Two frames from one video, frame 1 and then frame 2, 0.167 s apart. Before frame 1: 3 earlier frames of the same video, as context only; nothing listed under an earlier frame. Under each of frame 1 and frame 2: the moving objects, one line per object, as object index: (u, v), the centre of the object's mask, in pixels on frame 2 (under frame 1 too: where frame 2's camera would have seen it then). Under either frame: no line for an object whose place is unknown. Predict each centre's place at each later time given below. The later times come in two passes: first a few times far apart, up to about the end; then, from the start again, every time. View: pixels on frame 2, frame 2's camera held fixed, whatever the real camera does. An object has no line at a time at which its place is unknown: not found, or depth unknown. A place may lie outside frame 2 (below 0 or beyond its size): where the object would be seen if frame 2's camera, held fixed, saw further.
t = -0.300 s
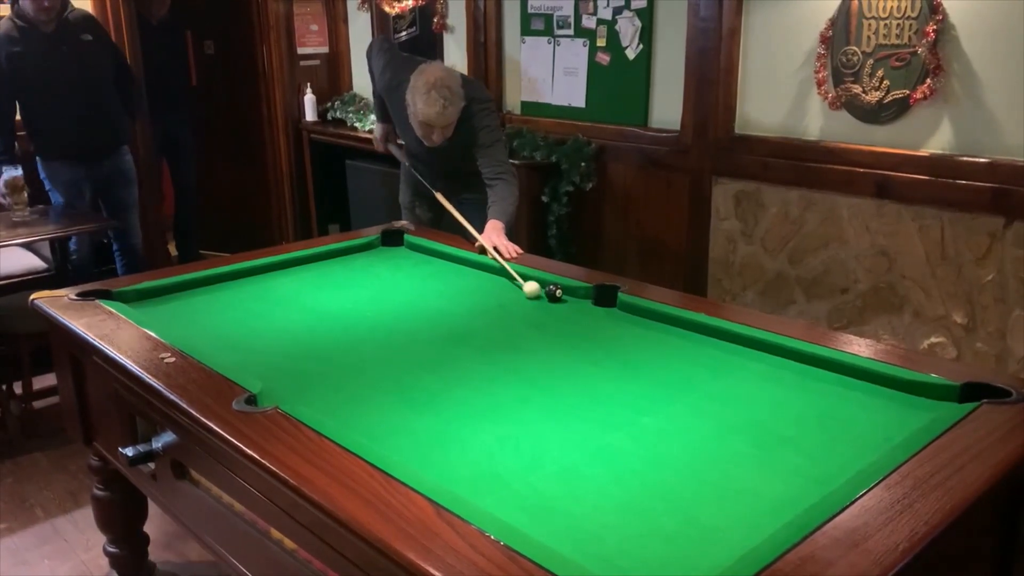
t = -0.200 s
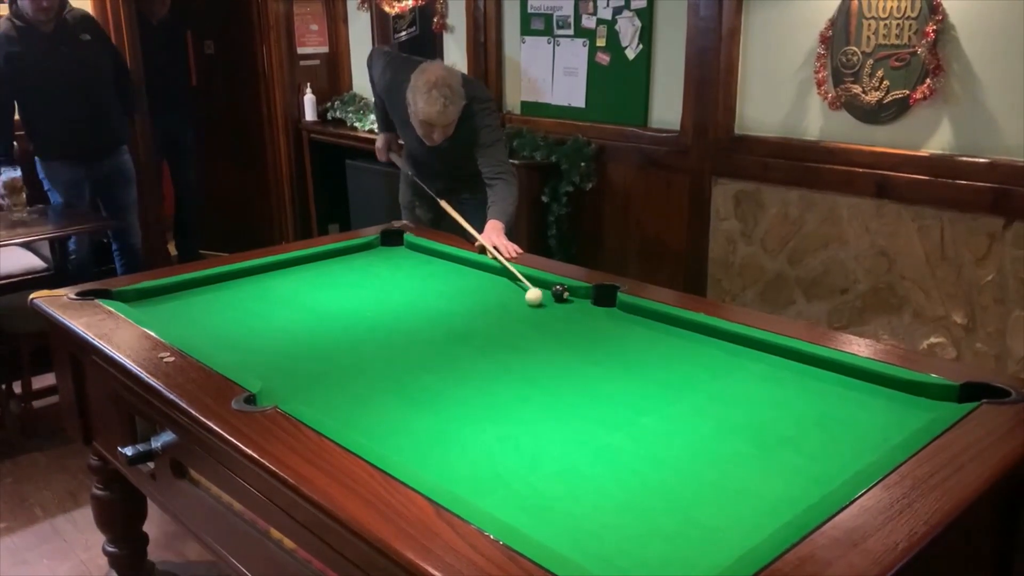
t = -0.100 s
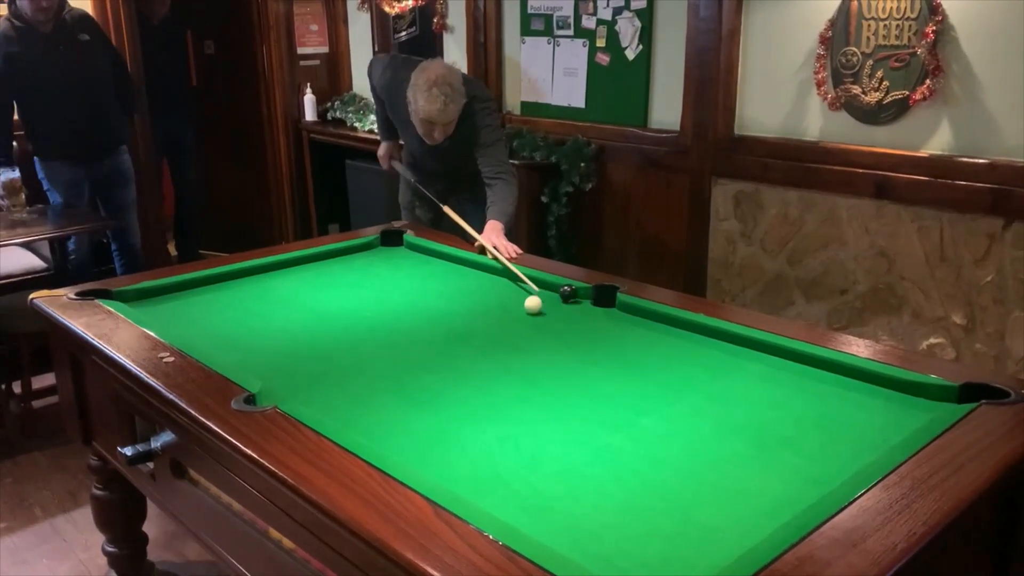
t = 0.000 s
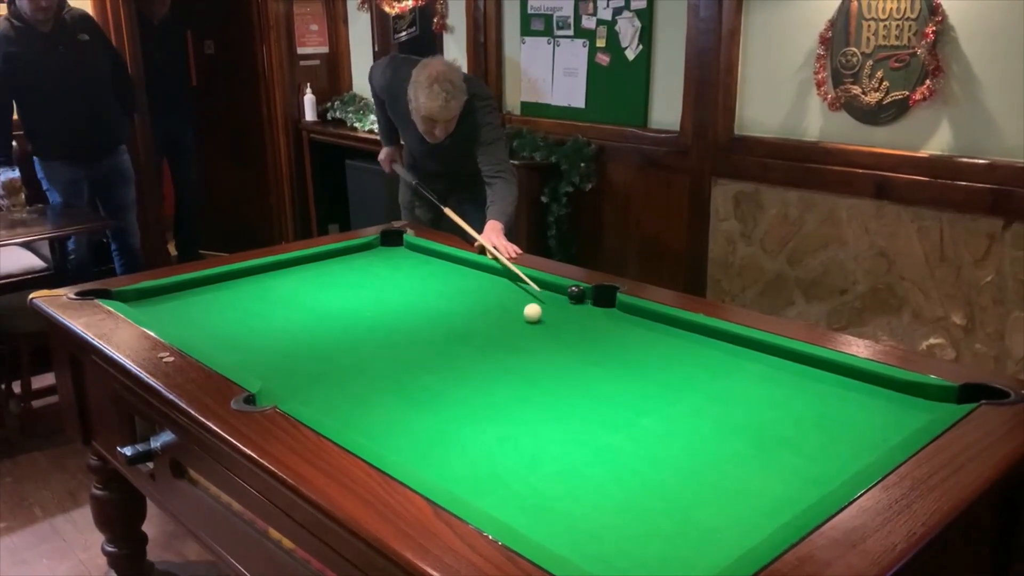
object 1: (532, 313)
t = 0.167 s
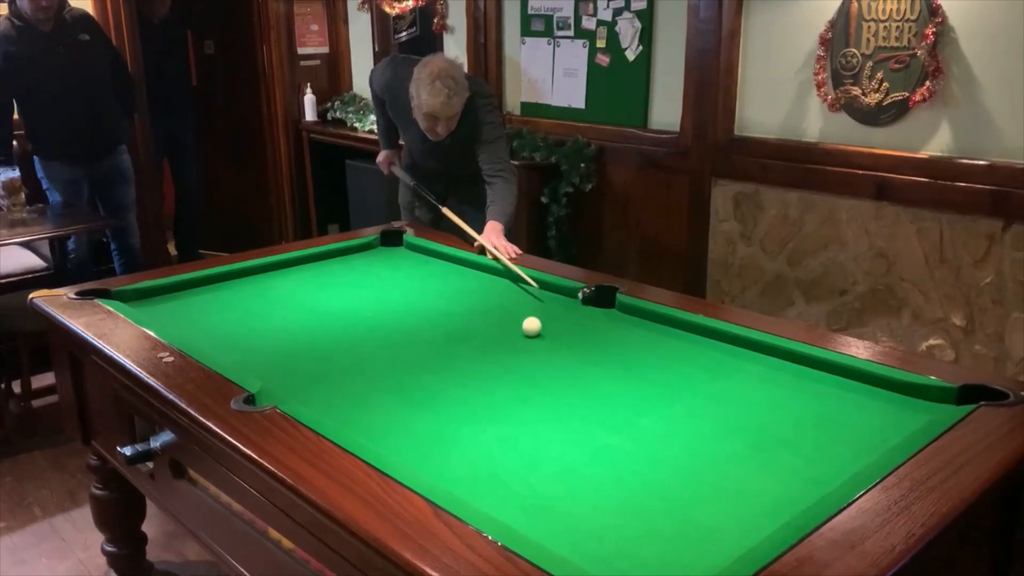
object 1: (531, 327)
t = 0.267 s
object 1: (531, 335)
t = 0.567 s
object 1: (529, 361)
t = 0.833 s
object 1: (527, 384)
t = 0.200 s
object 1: (531, 329)
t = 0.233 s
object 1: (531, 332)
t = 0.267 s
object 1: (531, 335)
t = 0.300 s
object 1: (531, 338)
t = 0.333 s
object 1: (531, 340)
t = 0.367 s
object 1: (531, 343)
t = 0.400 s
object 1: (530, 346)
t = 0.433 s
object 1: (530, 349)
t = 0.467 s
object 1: (530, 352)
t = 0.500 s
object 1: (530, 355)
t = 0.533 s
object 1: (529, 358)
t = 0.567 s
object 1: (529, 361)
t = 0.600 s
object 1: (529, 363)
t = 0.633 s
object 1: (529, 367)
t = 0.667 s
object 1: (529, 369)
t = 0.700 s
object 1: (528, 372)
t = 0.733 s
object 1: (528, 375)
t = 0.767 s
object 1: (527, 379)
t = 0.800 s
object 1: (527, 382)
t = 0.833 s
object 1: (527, 384)
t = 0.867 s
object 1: (527, 387)
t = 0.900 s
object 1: (526, 391)
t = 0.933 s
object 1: (526, 394)
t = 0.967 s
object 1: (525, 397)
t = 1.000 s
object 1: (525, 400)
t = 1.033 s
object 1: (525, 403)
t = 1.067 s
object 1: (524, 406)
